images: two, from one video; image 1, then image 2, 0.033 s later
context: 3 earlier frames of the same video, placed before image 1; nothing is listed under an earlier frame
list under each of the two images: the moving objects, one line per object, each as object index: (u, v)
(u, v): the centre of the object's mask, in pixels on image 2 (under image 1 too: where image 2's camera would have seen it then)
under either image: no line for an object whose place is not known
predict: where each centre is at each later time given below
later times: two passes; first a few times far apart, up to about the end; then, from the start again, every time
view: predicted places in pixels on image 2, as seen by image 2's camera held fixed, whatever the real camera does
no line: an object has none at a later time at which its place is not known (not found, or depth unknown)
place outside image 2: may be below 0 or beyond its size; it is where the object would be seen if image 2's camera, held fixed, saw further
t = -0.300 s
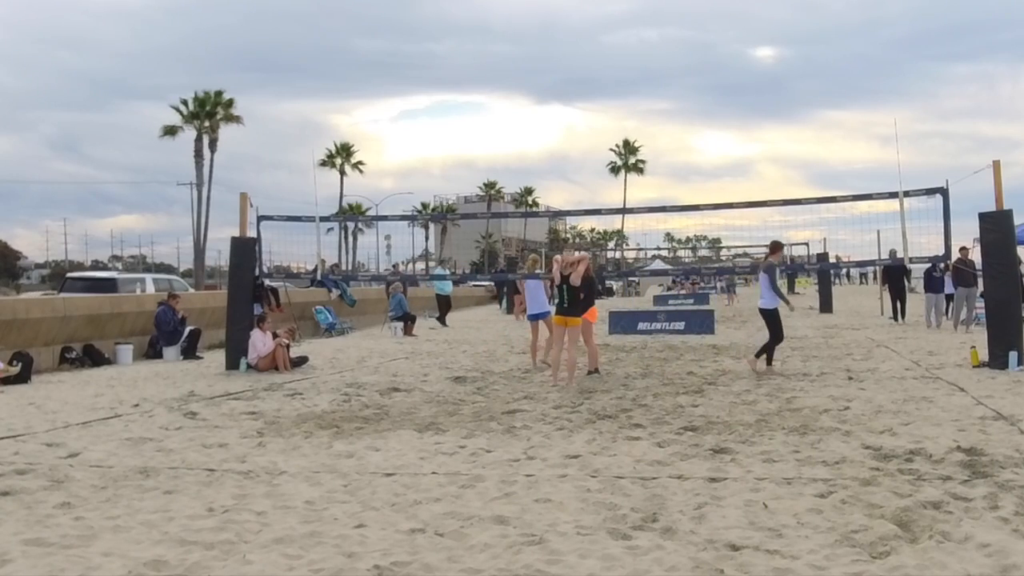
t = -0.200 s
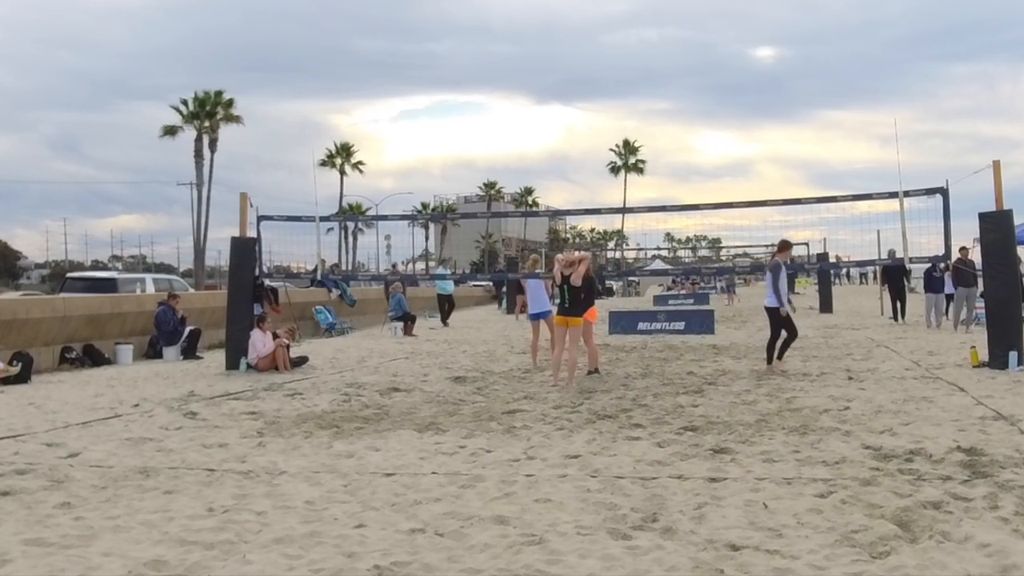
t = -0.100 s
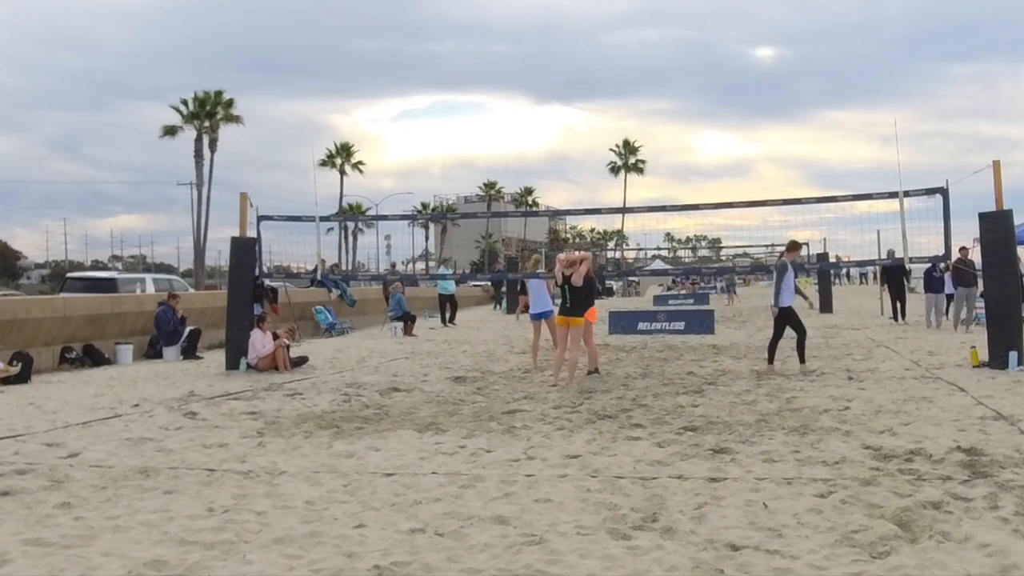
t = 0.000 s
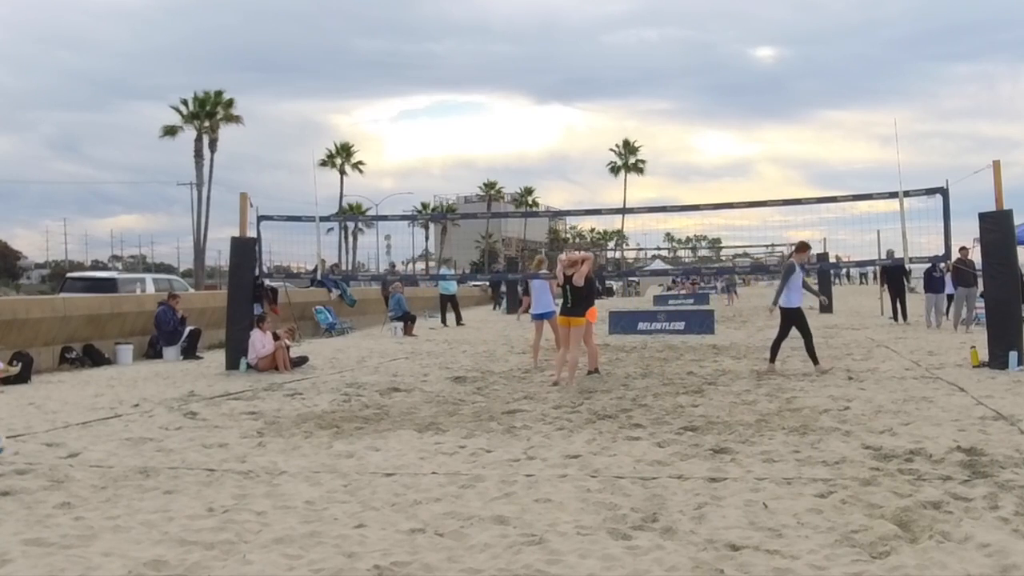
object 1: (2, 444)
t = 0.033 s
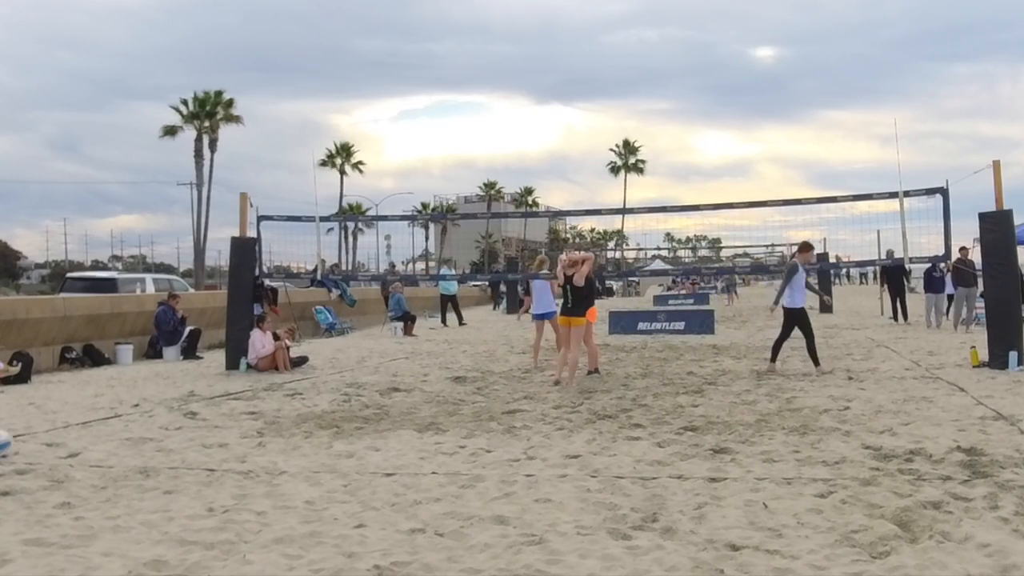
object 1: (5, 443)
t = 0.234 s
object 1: (42, 442)
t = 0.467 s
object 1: (86, 438)
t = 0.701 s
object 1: (126, 438)
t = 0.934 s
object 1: (156, 439)
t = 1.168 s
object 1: (179, 439)
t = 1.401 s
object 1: (195, 440)
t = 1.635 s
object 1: (211, 442)
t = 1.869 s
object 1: (220, 441)
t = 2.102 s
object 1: (222, 441)
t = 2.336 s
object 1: (220, 441)
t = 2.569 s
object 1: (215, 441)
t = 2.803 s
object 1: (210, 442)
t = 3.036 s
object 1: (206, 443)
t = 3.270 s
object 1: (205, 442)
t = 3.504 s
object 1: (206, 443)
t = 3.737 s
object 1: (206, 443)
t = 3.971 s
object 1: (206, 443)
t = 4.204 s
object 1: (205, 443)
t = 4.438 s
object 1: (205, 443)
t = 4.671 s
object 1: (205, 442)
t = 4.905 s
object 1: (205, 443)
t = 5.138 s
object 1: (205, 443)
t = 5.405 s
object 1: (205, 443)
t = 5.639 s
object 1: (205, 443)
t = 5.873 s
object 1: (205, 443)
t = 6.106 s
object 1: (205, 443)
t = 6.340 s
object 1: (205, 443)
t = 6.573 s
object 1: (205, 443)
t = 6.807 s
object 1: (205, 443)
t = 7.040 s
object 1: (205, 443)
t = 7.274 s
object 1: (205, 443)
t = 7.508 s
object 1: (205, 443)
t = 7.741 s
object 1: (205, 443)
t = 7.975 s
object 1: (205, 443)
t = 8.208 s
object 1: (205, 443)
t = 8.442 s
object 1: (205, 443)
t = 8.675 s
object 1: (205, 442)
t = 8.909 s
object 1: (205, 443)
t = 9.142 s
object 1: (205, 442)
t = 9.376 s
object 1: (205, 443)
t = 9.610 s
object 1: (205, 443)
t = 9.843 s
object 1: (205, 442)
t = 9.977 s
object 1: (205, 442)
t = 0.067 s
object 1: (9, 442)
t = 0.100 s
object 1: (15, 441)
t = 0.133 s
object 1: (21, 440)
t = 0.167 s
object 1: (27, 441)
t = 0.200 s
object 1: (36, 442)
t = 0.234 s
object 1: (42, 442)
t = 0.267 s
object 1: (49, 441)
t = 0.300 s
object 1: (56, 442)
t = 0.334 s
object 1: (63, 443)
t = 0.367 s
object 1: (69, 441)
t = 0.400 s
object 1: (75, 439)
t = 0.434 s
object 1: (81, 438)
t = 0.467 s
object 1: (86, 438)
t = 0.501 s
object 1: (92, 438)
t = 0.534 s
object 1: (98, 439)
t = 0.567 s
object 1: (104, 441)
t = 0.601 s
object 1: (112, 441)
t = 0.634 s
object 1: (116, 441)
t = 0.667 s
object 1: (121, 439)
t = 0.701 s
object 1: (126, 438)
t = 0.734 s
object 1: (130, 438)
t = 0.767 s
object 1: (135, 438)
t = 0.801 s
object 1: (139, 439)
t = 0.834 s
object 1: (143, 438)
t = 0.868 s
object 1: (148, 438)
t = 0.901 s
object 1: (153, 438)
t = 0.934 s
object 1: (156, 439)
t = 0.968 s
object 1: (161, 440)
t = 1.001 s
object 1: (165, 440)
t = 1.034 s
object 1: (168, 440)
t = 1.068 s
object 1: (171, 439)
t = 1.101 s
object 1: (175, 439)
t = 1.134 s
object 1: (178, 439)
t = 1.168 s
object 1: (179, 439)
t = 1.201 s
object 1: (181, 439)
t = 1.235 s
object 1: (184, 439)
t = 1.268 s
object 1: (188, 439)
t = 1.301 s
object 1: (190, 439)
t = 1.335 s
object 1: (191, 439)
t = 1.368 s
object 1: (193, 439)
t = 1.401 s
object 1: (195, 440)
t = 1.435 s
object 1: (198, 441)
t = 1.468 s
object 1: (200, 441)
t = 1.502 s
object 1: (203, 442)
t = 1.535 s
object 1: (205, 443)
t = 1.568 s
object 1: (207, 442)
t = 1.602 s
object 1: (209, 442)
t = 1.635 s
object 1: (211, 442)
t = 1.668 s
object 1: (213, 442)
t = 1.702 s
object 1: (214, 441)
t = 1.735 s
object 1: (215, 441)
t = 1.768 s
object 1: (217, 442)
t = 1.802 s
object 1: (218, 442)
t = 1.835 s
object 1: (219, 441)
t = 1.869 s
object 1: (220, 441)
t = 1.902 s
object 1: (220, 441)
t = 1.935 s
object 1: (221, 441)
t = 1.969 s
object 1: (222, 441)
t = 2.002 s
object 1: (222, 441)
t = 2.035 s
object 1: (222, 441)
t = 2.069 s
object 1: (222, 441)
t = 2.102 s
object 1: (222, 441)
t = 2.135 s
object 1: (222, 441)
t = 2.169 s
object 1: (222, 441)
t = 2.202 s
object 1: (222, 441)
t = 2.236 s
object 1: (222, 441)
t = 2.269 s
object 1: (221, 441)
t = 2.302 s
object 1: (221, 441)
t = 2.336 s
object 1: (220, 441)
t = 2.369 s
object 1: (219, 441)
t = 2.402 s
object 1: (219, 441)
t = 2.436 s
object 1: (218, 442)
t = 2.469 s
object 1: (218, 442)
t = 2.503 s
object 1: (217, 442)
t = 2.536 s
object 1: (216, 442)
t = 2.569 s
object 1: (215, 441)
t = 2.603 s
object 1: (214, 442)
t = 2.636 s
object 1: (214, 441)
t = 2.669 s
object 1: (213, 441)
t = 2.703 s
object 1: (212, 441)
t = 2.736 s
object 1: (212, 442)
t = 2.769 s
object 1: (211, 442)
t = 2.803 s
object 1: (210, 442)
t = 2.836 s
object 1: (209, 442)
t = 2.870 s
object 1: (208, 442)
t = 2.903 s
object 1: (207, 443)
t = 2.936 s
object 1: (206, 443)
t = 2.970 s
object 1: (206, 443)
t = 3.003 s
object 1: (205, 443)
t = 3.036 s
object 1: (206, 443)
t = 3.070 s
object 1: (205, 442)
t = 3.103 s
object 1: (205, 442)
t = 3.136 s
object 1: (205, 442)
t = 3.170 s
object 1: (205, 442)
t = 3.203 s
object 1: (205, 442)
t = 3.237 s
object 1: (205, 442)
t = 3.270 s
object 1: (205, 442)
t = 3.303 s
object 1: (205, 442)
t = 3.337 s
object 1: (205, 443)
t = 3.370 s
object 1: (205, 443)
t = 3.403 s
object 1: (205, 443)
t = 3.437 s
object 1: (206, 443)
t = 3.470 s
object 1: (206, 443)
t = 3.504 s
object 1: (206, 443)
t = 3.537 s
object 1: (206, 443)
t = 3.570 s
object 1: (206, 443)
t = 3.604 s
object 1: (206, 443)
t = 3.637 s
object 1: (206, 443)
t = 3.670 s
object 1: (206, 443)
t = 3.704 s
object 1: (206, 443)
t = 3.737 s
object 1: (206, 443)
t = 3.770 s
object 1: (205, 443)
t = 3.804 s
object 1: (205, 443)
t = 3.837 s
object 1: (206, 443)
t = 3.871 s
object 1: (206, 443)
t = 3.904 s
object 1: (206, 443)
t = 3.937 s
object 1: (206, 443)
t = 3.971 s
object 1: (206, 443)
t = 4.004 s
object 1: (205, 443)
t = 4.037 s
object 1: (205, 443)
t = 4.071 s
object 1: (205, 443)
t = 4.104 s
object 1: (206, 443)
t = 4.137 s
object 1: (205, 443)
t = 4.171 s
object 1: (205, 443)
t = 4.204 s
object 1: (205, 443)
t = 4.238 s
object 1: (206, 443)
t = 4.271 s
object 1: (205, 443)
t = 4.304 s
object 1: (205, 443)
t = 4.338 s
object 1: (205, 443)
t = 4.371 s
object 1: (205, 443)
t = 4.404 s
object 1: (205, 442)
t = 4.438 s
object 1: (205, 443)
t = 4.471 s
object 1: (205, 443)
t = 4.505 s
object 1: (205, 443)
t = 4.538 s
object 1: (205, 442)
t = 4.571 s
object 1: (205, 443)
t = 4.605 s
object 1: (205, 442)
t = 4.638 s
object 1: (205, 442)
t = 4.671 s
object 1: (205, 442)
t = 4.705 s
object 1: (205, 442)
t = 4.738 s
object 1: (205, 442)
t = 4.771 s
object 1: (205, 442)
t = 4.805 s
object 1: (205, 442)
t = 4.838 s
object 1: (205, 443)
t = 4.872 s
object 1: (205, 443)
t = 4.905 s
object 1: (205, 443)
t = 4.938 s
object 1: (205, 443)
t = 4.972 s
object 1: (205, 443)
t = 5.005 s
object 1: (205, 443)
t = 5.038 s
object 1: (205, 443)
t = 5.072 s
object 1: (205, 443)
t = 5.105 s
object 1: (205, 443)
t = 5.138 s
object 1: (205, 443)
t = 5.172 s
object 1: (205, 443)
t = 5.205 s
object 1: (205, 443)
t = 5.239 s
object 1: (205, 443)
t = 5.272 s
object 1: (205, 443)
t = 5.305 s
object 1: (205, 443)
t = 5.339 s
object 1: (205, 443)
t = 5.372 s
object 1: (205, 443)
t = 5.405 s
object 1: (205, 443)
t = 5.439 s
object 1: (205, 443)
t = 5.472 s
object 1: (205, 443)
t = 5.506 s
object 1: (205, 443)
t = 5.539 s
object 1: (205, 443)
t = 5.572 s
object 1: (205, 443)
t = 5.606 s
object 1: (205, 443)
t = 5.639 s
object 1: (205, 443)
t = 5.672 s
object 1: (205, 443)
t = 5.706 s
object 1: (205, 443)
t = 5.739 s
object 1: (205, 443)
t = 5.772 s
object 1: (205, 443)
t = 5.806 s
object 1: (205, 443)
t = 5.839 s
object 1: (205, 443)
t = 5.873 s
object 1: (205, 443)
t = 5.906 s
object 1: (205, 443)
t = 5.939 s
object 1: (205, 443)
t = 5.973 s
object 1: (205, 443)
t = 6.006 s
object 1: (205, 443)
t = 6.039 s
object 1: (205, 443)
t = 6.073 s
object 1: (205, 443)
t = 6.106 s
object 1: (205, 443)
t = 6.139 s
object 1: (205, 443)
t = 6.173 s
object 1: (205, 443)
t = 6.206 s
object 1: (205, 443)
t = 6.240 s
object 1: (205, 443)
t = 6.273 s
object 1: (205, 443)
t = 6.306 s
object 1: (205, 443)
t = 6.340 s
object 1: (205, 443)
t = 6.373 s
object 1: (205, 443)
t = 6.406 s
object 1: (205, 443)
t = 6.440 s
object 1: (205, 443)
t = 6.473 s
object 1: (205, 443)
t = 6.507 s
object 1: (205, 443)
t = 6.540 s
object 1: (205, 443)
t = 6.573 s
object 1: (205, 443)
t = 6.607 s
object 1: (205, 443)
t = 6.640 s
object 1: (205, 443)
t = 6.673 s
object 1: (205, 443)
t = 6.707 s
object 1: (205, 443)
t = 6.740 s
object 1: (205, 443)
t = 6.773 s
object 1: (205, 443)
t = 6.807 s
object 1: (205, 443)
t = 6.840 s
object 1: (205, 443)
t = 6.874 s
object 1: (205, 443)
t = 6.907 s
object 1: (205, 443)
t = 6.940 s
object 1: (205, 443)
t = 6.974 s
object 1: (205, 443)
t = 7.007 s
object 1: (205, 443)
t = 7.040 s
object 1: (205, 443)
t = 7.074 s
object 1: (205, 443)
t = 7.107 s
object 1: (205, 443)
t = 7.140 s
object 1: (205, 443)
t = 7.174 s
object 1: (205, 443)
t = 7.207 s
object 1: (205, 443)
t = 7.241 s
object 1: (205, 443)
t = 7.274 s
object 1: (205, 443)
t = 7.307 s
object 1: (205, 443)
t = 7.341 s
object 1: (205, 443)
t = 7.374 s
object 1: (205, 443)
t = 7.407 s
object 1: (205, 443)
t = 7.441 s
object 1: (205, 443)
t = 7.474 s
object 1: (205, 443)
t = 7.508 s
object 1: (205, 443)
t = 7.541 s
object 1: (205, 443)
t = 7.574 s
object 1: (205, 443)
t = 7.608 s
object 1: (205, 443)
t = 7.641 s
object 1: (205, 443)
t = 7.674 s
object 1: (205, 443)
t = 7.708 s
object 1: (205, 443)
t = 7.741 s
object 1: (205, 443)
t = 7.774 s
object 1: (205, 443)
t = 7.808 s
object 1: (205, 443)
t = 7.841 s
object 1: (205, 443)
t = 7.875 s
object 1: (205, 443)
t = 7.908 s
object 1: (205, 443)
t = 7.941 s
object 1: (205, 443)
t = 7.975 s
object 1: (205, 443)
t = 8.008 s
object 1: (205, 443)
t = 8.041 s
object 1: (205, 443)
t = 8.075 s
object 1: (205, 443)
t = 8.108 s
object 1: (205, 443)
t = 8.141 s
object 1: (205, 443)
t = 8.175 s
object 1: (205, 443)
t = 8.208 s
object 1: (205, 443)
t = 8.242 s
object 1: (205, 443)
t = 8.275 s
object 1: (205, 443)
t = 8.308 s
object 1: (205, 443)
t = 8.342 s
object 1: (205, 443)
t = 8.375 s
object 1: (205, 443)
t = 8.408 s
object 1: (205, 443)
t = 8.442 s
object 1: (205, 443)
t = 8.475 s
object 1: (205, 443)
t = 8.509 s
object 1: (205, 443)
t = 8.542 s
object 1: (205, 443)
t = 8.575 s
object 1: (205, 443)
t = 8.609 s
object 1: (205, 443)
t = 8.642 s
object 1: (205, 443)
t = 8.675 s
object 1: (205, 442)
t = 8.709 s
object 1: (205, 443)
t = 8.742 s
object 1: (205, 442)
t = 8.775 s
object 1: (205, 443)
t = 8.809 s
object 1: (205, 443)
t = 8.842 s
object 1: (205, 443)
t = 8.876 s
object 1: (205, 443)
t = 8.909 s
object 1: (205, 443)
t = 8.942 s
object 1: (205, 443)
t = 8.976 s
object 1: (205, 443)
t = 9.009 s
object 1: (205, 443)
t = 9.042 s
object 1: (205, 442)
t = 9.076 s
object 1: (205, 442)
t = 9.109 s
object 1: (205, 442)
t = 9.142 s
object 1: (205, 442)
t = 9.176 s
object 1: (205, 442)
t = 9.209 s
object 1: (205, 442)
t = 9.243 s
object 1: (205, 442)
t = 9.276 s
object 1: (205, 442)
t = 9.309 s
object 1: (205, 442)
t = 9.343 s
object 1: (205, 442)
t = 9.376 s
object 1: (205, 443)
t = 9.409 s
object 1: (205, 443)
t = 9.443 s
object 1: (205, 442)
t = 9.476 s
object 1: (205, 443)
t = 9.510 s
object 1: (205, 443)
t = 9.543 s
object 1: (205, 442)
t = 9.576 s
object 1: (205, 443)
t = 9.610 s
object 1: (205, 443)
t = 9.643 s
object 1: (205, 443)
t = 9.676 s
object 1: (205, 443)
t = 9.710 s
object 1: (205, 443)
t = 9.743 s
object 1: (205, 443)
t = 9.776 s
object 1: (205, 443)
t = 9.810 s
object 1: (205, 443)
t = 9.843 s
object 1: (205, 442)
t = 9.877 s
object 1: (205, 442)
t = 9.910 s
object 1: (205, 443)
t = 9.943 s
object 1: (205, 442)
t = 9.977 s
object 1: (205, 442)
